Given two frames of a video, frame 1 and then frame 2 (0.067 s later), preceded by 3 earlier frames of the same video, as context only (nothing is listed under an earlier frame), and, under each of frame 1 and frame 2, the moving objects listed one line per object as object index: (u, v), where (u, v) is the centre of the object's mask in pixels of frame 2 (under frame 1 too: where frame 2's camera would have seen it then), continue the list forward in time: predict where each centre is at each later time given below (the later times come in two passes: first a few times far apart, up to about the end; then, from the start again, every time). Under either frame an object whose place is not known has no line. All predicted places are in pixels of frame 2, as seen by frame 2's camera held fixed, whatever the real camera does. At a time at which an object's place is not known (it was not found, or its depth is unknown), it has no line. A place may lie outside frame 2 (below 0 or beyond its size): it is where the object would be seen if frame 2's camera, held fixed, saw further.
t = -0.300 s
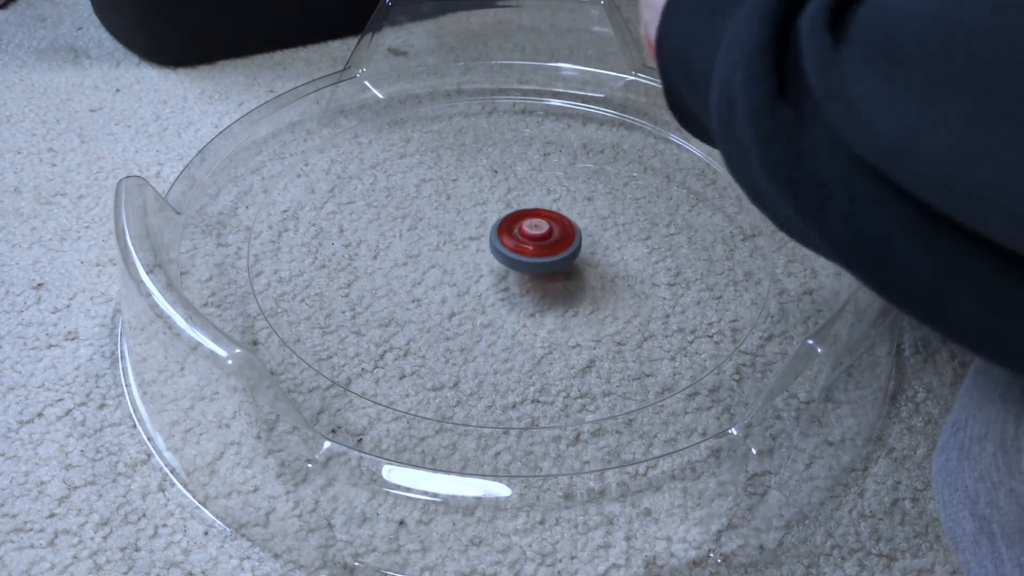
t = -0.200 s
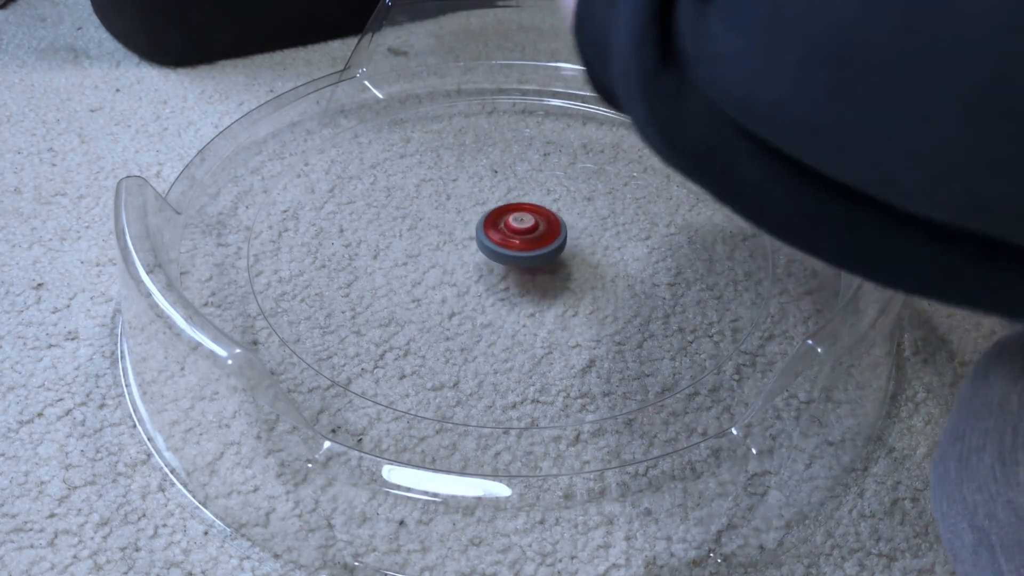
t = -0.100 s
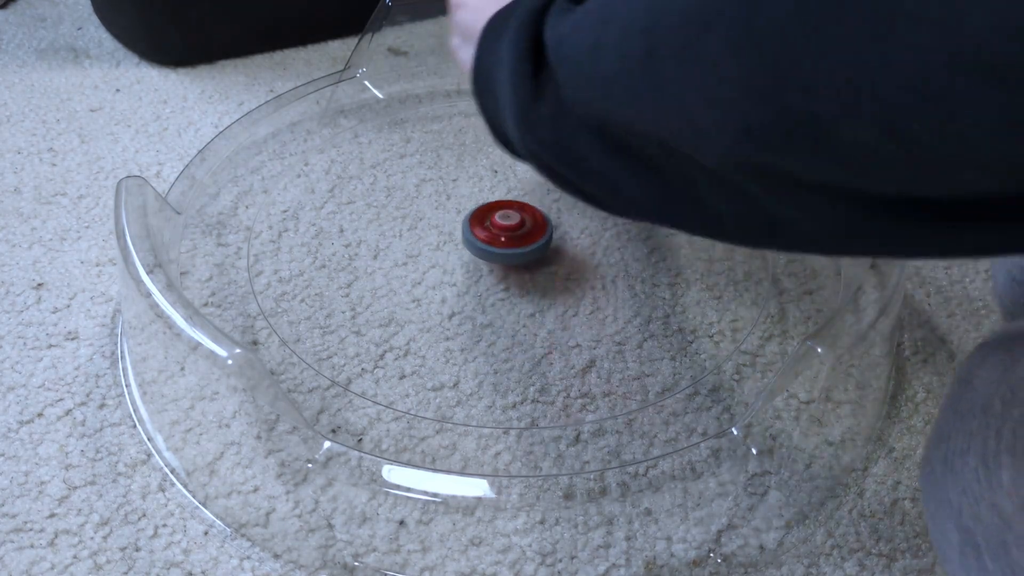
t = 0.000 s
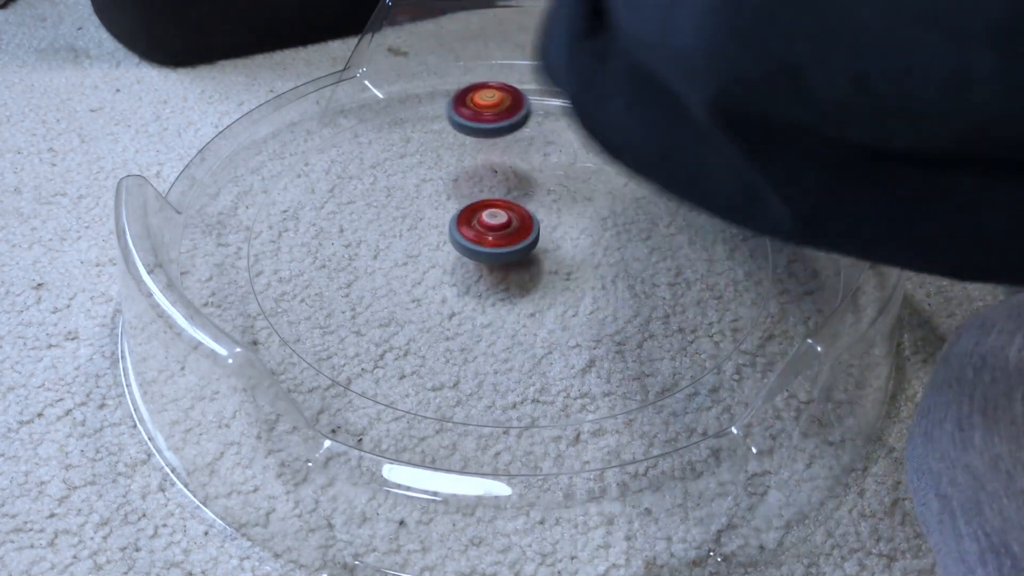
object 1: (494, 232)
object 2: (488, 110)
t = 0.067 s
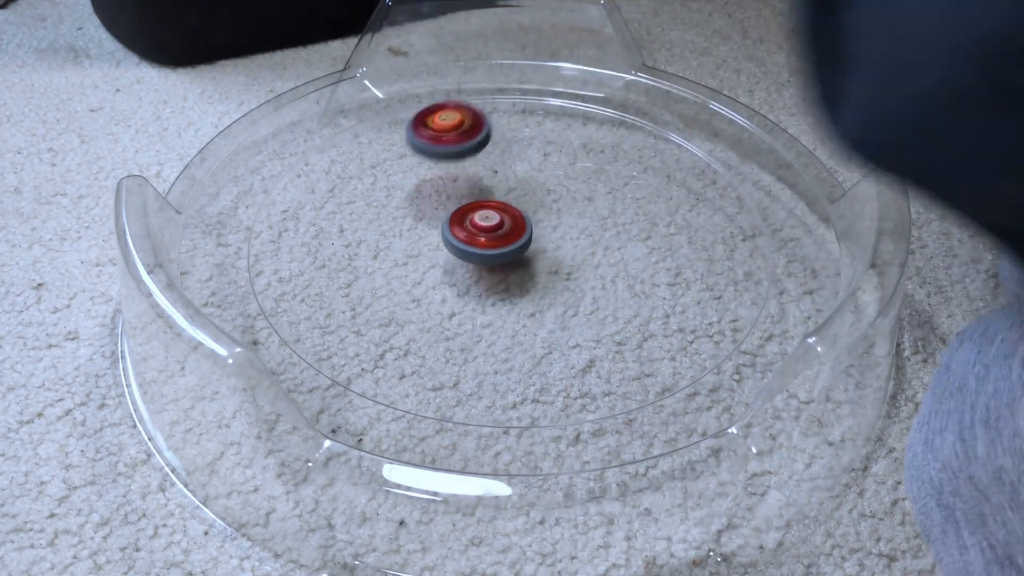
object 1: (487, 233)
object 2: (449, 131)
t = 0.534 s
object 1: (520, 254)
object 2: (480, 353)
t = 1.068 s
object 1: (516, 224)
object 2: (581, 172)
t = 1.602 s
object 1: (522, 256)
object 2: (423, 324)
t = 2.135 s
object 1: (484, 223)
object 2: (649, 174)
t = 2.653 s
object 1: (483, 270)
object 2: (385, 255)
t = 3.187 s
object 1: (567, 226)
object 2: (662, 244)
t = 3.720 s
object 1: (462, 285)
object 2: (421, 138)
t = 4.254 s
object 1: (662, 270)
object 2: (455, 325)
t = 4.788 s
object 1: (543, 102)
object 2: (613, 271)
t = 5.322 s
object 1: (351, 261)
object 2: (526, 306)
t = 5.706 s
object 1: (519, 326)
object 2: (711, 188)
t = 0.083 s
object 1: (485, 233)
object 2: (439, 147)
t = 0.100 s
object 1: (483, 234)
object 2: (431, 153)
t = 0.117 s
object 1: (481, 235)
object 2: (423, 155)
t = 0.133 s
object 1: (480, 235)
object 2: (415, 162)
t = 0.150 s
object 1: (479, 236)
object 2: (408, 174)
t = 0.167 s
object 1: (477, 237)
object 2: (401, 185)
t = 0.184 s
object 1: (476, 238)
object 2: (396, 190)
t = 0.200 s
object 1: (475, 238)
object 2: (392, 200)
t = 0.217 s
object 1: (474, 240)
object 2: (387, 208)
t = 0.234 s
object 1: (477, 242)
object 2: (379, 216)
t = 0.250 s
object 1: (482, 245)
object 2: (371, 223)
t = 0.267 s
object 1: (486, 247)
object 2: (365, 230)
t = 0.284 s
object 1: (488, 249)
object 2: (360, 238)
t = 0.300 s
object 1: (491, 250)
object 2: (358, 247)
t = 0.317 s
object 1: (493, 251)
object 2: (358, 256)
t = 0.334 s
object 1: (494, 253)
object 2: (359, 266)
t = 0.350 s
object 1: (496, 253)
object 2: (361, 275)
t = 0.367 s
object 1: (498, 254)
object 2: (366, 284)
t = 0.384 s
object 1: (500, 254)
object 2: (371, 294)
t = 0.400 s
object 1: (502, 255)
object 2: (378, 303)
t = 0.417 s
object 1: (504, 255)
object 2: (387, 311)
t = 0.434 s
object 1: (507, 255)
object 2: (397, 319)
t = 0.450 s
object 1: (509, 255)
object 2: (408, 327)
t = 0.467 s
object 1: (511, 255)
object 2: (420, 334)
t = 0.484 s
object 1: (513, 255)
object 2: (434, 340)
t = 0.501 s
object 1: (515, 255)
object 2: (448, 346)
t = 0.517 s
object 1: (518, 255)
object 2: (464, 350)
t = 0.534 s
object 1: (520, 254)
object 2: (480, 353)
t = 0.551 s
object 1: (522, 254)
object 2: (497, 356)
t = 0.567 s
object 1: (523, 253)
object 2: (514, 358)
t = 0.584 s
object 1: (525, 252)
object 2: (530, 358)
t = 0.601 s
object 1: (527, 251)
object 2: (547, 357)
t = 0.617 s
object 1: (528, 251)
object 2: (563, 356)
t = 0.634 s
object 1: (530, 250)
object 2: (580, 353)
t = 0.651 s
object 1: (532, 249)
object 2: (595, 349)
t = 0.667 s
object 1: (533, 247)
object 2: (610, 345)
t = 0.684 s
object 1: (534, 246)
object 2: (624, 339)
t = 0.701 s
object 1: (535, 245)
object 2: (636, 333)
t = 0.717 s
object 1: (536, 244)
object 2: (647, 326)
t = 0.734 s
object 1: (537, 243)
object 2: (657, 318)
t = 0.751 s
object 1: (537, 241)
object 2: (665, 310)
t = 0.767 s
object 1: (538, 240)
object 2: (672, 302)
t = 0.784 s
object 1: (538, 238)
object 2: (677, 293)
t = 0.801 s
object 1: (538, 237)
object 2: (681, 284)
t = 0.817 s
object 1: (538, 236)
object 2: (683, 275)
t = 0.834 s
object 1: (537, 234)
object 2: (684, 266)
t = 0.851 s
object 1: (536, 232)
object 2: (684, 257)
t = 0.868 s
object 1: (536, 231)
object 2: (682, 248)
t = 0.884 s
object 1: (535, 230)
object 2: (678, 239)
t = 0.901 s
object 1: (533, 229)
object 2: (674, 231)
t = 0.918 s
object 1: (532, 228)
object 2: (669, 223)
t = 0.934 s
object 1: (531, 227)
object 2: (662, 215)
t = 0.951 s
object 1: (529, 226)
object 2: (654, 208)
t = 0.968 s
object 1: (528, 226)
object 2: (646, 201)
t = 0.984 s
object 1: (526, 225)
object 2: (637, 195)
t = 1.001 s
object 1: (524, 224)
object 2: (626, 189)
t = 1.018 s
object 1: (523, 224)
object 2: (616, 184)
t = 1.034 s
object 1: (520, 223)
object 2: (605, 179)
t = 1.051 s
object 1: (518, 224)
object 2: (593, 175)
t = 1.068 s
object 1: (516, 224)
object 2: (581, 172)
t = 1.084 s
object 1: (514, 224)
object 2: (569, 169)
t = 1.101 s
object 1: (513, 224)
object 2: (556, 166)
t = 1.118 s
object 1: (511, 224)
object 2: (543, 164)
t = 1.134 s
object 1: (509, 225)
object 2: (530, 164)
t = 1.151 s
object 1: (508, 226)
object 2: (517, 163)
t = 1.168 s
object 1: (506, 227)
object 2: (504, 163)
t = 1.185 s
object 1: (505, 228)
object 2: (491, 164)
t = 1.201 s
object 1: (503, 229)
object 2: (478, 165)
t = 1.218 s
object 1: (502, 230)
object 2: (466, 168)
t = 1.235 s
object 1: (501, 231)
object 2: (454, 170)
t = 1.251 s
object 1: (500, 232)
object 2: (442, 174)
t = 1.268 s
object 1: (500, 234)
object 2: (430, 177)
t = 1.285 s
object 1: (500, 235)
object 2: (420, 182)
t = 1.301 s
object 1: (500, 237)
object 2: (410, 187)
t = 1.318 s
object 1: (500, 238)
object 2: (400, 193)
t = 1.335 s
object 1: (501, 239)
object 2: (392, 199)
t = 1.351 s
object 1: (501, 240)
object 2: (384, 205)
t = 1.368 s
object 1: (502, 241)
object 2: (377, 212)
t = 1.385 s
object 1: (502, 243)
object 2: (372, 220)
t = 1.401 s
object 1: (503, 244)
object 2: (367, 228)
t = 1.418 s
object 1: (504, 245)
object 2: (364, 236)
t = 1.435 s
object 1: (505, 246)
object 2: (362, 245)
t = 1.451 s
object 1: (506, 248)
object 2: (361, 253)
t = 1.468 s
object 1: (507, 249)
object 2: (362, 262)
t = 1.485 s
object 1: (508, 250)
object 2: (364, 271)
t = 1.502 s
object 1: (510, 251)
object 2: (368, 279)
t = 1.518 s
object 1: (511, 252)
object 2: (374, 288)
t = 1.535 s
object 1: (513, 253)
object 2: (381, 296)
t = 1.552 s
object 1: (515, 254)
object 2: (390, 304)
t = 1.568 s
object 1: (518, 255)
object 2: (400, 311)
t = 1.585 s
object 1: (520, 256)
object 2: (411, 318)
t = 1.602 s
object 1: (522, 256)
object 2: (423, 324)
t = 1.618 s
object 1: (525, 256)
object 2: (436, 329)
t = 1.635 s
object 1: (527, 256)
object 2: (451, 333)
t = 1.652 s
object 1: (530, 257)
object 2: (466, 337)
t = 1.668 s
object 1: (532, 256)
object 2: (481, 339)
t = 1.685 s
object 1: (535, 257)
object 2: (497, 340)
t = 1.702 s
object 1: (537, 256)
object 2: (513, 340)
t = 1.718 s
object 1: (540, 256)
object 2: (529, 339)
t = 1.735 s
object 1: (542, 255)
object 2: (544, 337)
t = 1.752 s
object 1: (544, 255)
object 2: (559, 334)
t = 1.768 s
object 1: (546, 254)
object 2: (572, 329)
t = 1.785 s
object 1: (548, 253)
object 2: (585, 324)
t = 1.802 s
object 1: (549, 252)
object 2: (597, 318)
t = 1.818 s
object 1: (551, 251)
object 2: (607, 311)
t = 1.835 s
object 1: (552, 250)
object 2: (616, 304)
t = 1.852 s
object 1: (553, 249)
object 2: (624, 297)
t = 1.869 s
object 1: (553, 248)
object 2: (630, 288)
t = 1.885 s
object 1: (554, 246)
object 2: (635, 280)
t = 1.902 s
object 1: (554, 245)
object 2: (641, 273)
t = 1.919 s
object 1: (543, 238)
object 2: (656, 268)
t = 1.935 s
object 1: (534, 233)
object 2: (667, 262)
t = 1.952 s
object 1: (527, 229)
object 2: (676, 256)
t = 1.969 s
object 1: (520, 225)
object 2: (682, 249)
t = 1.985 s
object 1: (515, 222)
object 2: (686, 242)
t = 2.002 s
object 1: (511, 221)
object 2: (688, 234)
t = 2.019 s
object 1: (507, 220)
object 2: (687, 227)
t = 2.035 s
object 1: (504, 220)
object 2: (685, 218)
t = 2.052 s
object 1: (500, 220)
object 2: (682, 210)
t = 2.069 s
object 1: (497, 221)
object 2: (677, 202)
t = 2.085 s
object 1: (493, 221)
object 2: (671, 195)
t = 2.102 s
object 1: (490, 222)
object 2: (665, 187)
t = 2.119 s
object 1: (487, 222)
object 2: (658, 181)
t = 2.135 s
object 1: (484, 223)
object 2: (649, 174)
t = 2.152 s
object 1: (481, 224)
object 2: (640, 168)
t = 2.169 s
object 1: (478, 225)
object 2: (631, 163)
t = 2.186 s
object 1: (475, 226)
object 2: (621, 158)
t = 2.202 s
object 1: (472, 227)
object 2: (610, 154)
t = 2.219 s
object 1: (470, 228)
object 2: (599, 150)
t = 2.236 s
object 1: (468, 230)
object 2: (588, 147)
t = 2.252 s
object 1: (465, 231)
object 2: (576, 145)
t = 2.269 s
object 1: (464, 232)
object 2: (564, 142)
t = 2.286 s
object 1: (462, 234)
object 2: (552, 141)
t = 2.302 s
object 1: (461, 236)
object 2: (539, 140)
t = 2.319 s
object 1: (459, 237)
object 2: (527, 140)
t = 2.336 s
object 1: (458, 239)
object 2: (515, 141)
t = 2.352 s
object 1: (458, 241)
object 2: (503, 142)
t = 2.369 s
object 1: (457, 243)
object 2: (491, 144)
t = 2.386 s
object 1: (456, 245)
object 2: (479, 147)
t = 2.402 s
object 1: (456, 247)
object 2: (468, 150)
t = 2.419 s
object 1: (456, 249)
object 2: (457, 153)
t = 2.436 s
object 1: (457, 251)
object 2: (446, 158)
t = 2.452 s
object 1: (457, 252)
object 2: (436, 163)
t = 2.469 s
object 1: (458, 255)
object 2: (427, 168)
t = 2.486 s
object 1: (460, 256)
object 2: (418, 174)
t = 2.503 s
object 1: (461, 258)
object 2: (410, 181)
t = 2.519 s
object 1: (462, 259)
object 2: (403, 188)
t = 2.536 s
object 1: (464, 261)
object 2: (397, 195)
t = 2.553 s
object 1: (466, 262)
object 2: (392, 203)
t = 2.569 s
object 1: (468, 264)
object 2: (388, 211)
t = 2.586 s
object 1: (470, 265)
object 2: (386, 220)
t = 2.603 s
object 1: (473, 267)
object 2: (384, 228)
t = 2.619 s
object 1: (476, 268)
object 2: (383, 237)
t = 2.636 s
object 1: (479, 269)
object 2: (384, 246)
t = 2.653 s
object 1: (483, 270)
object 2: (385, 255)
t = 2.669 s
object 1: (493, 272)
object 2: (382, 262)
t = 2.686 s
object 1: (501, 272)
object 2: (382, 269)
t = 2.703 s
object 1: (508, 273)
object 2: (384, 277)
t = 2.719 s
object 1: (513, 273)
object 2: (388, 285)
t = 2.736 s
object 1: (517, 272)
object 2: (394, 292)
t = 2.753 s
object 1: (521, 272)
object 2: (402, 300)
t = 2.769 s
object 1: (525, 271)
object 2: (411, 307)
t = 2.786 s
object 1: (529, 270)
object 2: (421, 313)
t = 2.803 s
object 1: (532, 269)
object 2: (433, 320)
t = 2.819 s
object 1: (536, 268)
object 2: (446, 325)
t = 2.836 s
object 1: (539, 266)
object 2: (459, 329)
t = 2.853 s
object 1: (543, 265)
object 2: (473, 333)
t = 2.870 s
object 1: (546, 263)
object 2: (487, 336)
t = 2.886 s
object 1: (549, 262)
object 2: (503, 338)
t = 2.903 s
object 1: (552, 260)
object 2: (517, 339)
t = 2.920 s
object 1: (554, 258)
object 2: (532, 339)
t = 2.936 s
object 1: (556, 256)
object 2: (547, 338)
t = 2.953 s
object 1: (558, 254)
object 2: (561, 336)
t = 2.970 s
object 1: (561, 252)
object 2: (576, 333)
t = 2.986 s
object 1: (562, 251)
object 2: (589, 329)
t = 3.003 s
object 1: (564, 249)
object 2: (602, 324)
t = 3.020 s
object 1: (565, 247)
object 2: (614, 319)
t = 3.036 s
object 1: (566, 244)
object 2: (624, 313)
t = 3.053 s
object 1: (567, 243)
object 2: (633, 307)
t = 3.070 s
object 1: (568, 240)
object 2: (641, 299)
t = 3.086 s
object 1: (568, 238)
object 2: (648, 292)
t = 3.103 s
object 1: (569, 236)
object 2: (654, 284)
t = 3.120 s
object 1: (568, 233)
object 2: (658, 276)
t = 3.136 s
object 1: (569, 232)
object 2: (661, 268)
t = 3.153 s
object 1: (568, 229)
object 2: (663, 260)
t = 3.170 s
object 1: (567, 227)
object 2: (663, 252)
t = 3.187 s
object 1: (567, 226)
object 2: (662, 244)
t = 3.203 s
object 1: (566, 224)
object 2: (660, 236)
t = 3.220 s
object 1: (564, 222)
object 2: (657, 228)
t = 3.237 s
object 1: (555, 219)
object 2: (661, 221)
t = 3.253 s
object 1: (548, 217)
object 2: (662, 215)
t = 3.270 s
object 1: (542, 215)
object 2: (661, 208)
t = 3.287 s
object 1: (537, 213)
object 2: (657, 202)
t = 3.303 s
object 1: (534, 212)
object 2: (652, 195)
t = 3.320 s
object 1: (530, 211)
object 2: (645, 190)
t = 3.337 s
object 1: (527, 210)
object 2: (637, 184)
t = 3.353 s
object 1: (524, 210)
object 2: (629, 179)
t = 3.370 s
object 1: (520, 209)
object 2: (620, 174)
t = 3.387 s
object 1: (517, 209)
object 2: (611, 169)
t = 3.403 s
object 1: (513, 209)
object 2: (601, 165)
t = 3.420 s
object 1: (510, 209)
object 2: (590, 162)
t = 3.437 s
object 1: (507, 210)
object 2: (579, 159)
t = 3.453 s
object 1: (504, 210)
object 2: (568, 157)
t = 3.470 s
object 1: (501, 211)
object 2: (557, 156)
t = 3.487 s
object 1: (497, 211)
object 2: (545, 155)
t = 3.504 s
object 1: (495, 212)
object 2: (534, 155)
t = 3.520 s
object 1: (492, 213)
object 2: (522, 155)
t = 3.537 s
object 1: (484, 223)
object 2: (515, 148)
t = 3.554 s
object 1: (475, 233)
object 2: (509, 139)
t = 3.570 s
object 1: (468, 242)
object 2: (503, 133)
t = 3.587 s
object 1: (462, 250)
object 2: (495, 129)
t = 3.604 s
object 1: (457, 257)
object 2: (488, 126)
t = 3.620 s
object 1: (454, 263)
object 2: (479, 125)
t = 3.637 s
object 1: (453, 268)
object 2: (471, 125)
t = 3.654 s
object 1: (453, 272)
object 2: (461, 126)
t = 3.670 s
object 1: (454, 276)
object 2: (451, 128)
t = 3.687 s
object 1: (457, 279)
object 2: (441, 131)
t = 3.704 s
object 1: (459, 282)
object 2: (430, 134)
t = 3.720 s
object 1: (462, 285)
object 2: (421, 138)
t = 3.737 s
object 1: (466, 288)
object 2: (411, 142)
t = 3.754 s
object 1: (469, 290)
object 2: (402, 147)
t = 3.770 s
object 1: (473, 293)
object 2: (394, 153)
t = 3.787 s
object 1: (477, 295)
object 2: (387, 159)
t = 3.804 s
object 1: (481, 297)
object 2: (380, 166)
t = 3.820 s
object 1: (485, 299)
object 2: (374, 173)
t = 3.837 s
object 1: (489, 300)
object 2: (369, 180)
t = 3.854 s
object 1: (493, 302)
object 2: (365, 188)
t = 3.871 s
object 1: (497, 303)
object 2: (362, 196)
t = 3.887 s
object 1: (501, 304)
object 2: (359, 205)
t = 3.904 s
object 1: (505, 305)
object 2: (359, 214)
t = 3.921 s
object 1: (509, 306)
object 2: (359, 222)
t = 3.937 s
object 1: (513, 306)
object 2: (360, 231)
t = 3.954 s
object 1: (517, 306)
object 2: (363, 240)
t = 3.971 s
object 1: (521, 307)
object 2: (367, 248)
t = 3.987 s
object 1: (524, 307)
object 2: (373, 257)
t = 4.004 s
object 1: (528, 307)
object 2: (379, 265)
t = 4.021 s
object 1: (531, 306)
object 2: (387, 273)
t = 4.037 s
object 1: (535, 306)
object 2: (396, 281)
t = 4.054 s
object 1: (539, 305)
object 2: (406, 288)
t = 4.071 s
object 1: (542, 305)
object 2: (417, 294)
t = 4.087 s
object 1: (546, 305)
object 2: (429, 300)
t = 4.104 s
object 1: (550, 304)
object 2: (442, 305)
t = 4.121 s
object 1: (560, 302)
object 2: (448, 309)
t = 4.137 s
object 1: (583, 299)
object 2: (441, 311)
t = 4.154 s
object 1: (603, 296)
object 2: (435, 314)
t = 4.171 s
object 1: (620, 291)
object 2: (433, 316)
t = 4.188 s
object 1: (634, 287)
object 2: (433, 317)
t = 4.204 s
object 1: (645, 283)
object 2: (435, 319)
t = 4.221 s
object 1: (653, 278)
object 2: (440, 321)
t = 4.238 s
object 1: (658, 274)
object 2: (447, 323)
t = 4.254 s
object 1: (662, 270)
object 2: (455, 325)
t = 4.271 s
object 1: (664, 265)
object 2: (466, 328)
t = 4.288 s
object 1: (665, 261)
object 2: (478, 329)
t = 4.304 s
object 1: (666, 257)
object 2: (491, 331)
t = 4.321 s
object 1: (667, 253)
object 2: (504, 332)
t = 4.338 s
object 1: (666, 248)
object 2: (518, 332)
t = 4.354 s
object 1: (666, 245)
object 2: (531, 331)
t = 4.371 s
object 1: (665, 241)
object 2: (544, 330)
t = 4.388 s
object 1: (664, 237)
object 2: (556, 327)
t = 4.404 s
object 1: (663, 234)
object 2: (568, 324)
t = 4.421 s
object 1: (661, 230)
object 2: (579, 320)
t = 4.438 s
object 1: (659, 227)
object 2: (590, 316)
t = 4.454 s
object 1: (657, 223)
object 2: (600, 311)
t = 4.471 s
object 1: (654, 220)
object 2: (608, 305)
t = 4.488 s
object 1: (652, 217)
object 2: (615, 299)
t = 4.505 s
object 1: (649, 215)
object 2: (622, 293)
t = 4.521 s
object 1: (646, 212)
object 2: (627, 286)
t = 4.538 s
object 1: (643, 209)
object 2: (631, 279)
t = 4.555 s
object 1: (640, 206)
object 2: (635, 271)
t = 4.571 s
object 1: (636, 203)
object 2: (638, 264)
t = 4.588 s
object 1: (633, 197)
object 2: (638, 261)
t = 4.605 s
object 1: (629, 191)
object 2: (637, 258)
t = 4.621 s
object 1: (625, 186)
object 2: (636, 254)
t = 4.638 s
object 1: (620, 183)
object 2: (635, 249)
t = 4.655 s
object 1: (616, 180)
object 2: (633, 244)
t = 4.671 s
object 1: (610, 177)
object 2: (630, 238)
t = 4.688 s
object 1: (605, 174)
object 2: (627, 234)
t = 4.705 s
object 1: (597, 159)
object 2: (626, 242)
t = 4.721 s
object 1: (588, 144)
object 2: (624, 251)
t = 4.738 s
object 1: (578, 131)
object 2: (622, 258)
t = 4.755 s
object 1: (567, 120)
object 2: (619, 263)
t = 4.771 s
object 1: (555, 110)
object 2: (616, 268)
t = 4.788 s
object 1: (543, 102)
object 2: (613, 271)
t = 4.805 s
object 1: (530, 96)
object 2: (610, 273)
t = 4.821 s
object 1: (517, 92)
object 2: (608, 274)
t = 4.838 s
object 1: (502, 89)
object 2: (606, 274)
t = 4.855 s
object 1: (488, 87)
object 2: (606, 274)
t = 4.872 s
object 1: (474, 86)
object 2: (605, 273)
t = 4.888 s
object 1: (459, 85)
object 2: (606, 271)
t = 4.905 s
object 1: (445, 85)
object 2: (606, 269)
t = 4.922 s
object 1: (431, 86)
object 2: (606, 266)
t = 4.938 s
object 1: (420, 88)
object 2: (605, 264)
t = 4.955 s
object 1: (408, 92)
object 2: (602, 261)
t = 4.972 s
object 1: (397, 96)
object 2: (599, 259)
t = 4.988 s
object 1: (387, 101)
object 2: (594, 257)
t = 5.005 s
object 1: (376, 106)
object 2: (588, 256)
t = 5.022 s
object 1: (366, 112)
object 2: (582, 255)
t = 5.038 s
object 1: (356, 118)
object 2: (575, 255)
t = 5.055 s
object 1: (347, 125)
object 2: (568, 256)
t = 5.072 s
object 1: (338, 132)
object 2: (562, 257)
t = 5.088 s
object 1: (331, 139)
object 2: (555, 258)
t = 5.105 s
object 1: (325, 147)
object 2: (548, 260)
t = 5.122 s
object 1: (321, 154)
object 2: (542, 262)
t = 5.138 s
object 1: (318, 162)
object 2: (536, 265)
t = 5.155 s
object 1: (317, 169)
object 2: (531, 268)
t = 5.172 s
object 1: (316, 176)
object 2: (526, 271)
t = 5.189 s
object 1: (316, 183)
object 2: (522, 275)
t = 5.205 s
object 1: (317, 191)
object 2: (519, 279)
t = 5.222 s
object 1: (319, 200)
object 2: (517, 283)
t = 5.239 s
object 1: (321, 209)
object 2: (516, 287)
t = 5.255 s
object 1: (325, 219)
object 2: (516, 291)
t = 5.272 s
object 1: (330, 230)
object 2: (517, 295)
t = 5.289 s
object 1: (335, 240)
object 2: (519, 299)
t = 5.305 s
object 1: (342, 251)
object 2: (522, 303)
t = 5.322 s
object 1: (351, 261)
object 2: (526, 306)
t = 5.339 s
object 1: (361, 272)
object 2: (531, 309)
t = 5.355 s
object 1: (374, 282)
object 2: (537, 311)
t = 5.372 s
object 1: (388, 292)
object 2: (543, 312)
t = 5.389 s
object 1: (404, 301)
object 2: (550, 313)
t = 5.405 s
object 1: (421, 308)
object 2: (557, 313)
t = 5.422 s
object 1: (440, 314)
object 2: (564, 312)
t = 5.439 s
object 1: (459, 319)
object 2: (571, 311)
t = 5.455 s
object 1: (473, 323)
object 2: (585, 307)
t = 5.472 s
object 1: (468, 325)
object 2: (615, 300)
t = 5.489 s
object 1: (464, 327)
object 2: (642, 292)
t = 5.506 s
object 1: (462, 329)
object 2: (665, 283)
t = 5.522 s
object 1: (462, 330)
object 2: (685, 273)
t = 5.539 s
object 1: (465, 330)
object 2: (702, 264)
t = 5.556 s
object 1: (469, 331)
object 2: (715, 254)
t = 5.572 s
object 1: (475, 331)
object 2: (724, 245)
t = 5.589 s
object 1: (480, 330)
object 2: (731, 236)
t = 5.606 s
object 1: (486, 330)
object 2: (734, 228)
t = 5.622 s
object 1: (492, 330)
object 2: (735, 220)
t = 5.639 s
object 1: (498, 329)
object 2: (732, 213)
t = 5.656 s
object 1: (503, 329)
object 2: (728, 206)
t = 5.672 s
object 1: (508, 328)
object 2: (723, 200)
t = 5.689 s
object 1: (514, 327)
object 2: (718, 194)
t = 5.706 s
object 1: (519, 326)
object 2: (711, 188)
